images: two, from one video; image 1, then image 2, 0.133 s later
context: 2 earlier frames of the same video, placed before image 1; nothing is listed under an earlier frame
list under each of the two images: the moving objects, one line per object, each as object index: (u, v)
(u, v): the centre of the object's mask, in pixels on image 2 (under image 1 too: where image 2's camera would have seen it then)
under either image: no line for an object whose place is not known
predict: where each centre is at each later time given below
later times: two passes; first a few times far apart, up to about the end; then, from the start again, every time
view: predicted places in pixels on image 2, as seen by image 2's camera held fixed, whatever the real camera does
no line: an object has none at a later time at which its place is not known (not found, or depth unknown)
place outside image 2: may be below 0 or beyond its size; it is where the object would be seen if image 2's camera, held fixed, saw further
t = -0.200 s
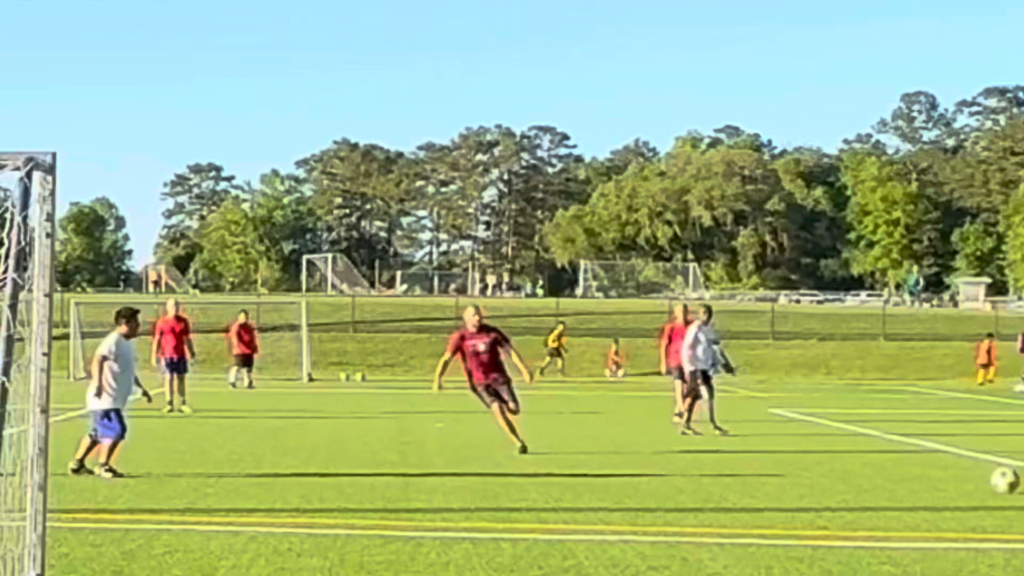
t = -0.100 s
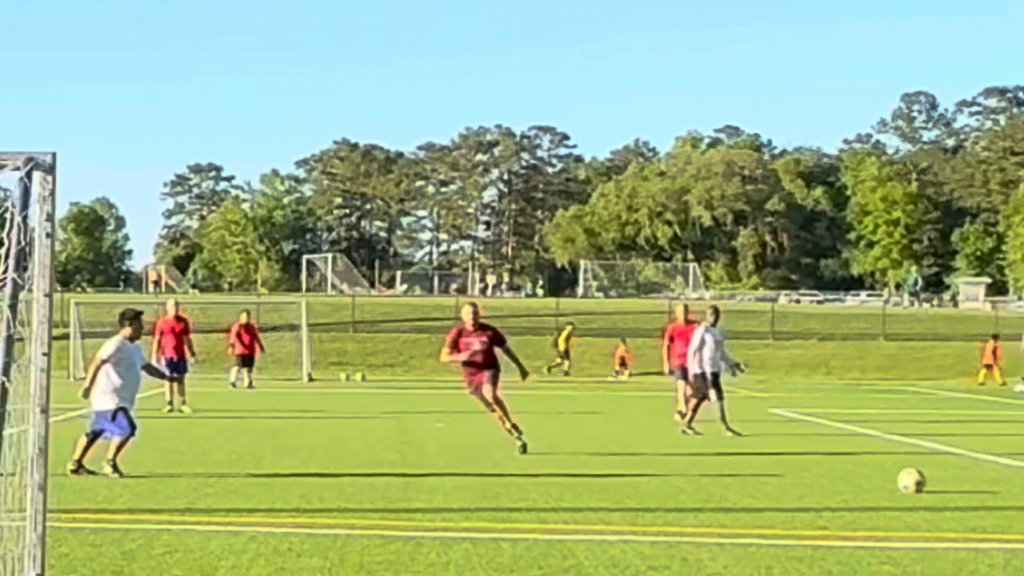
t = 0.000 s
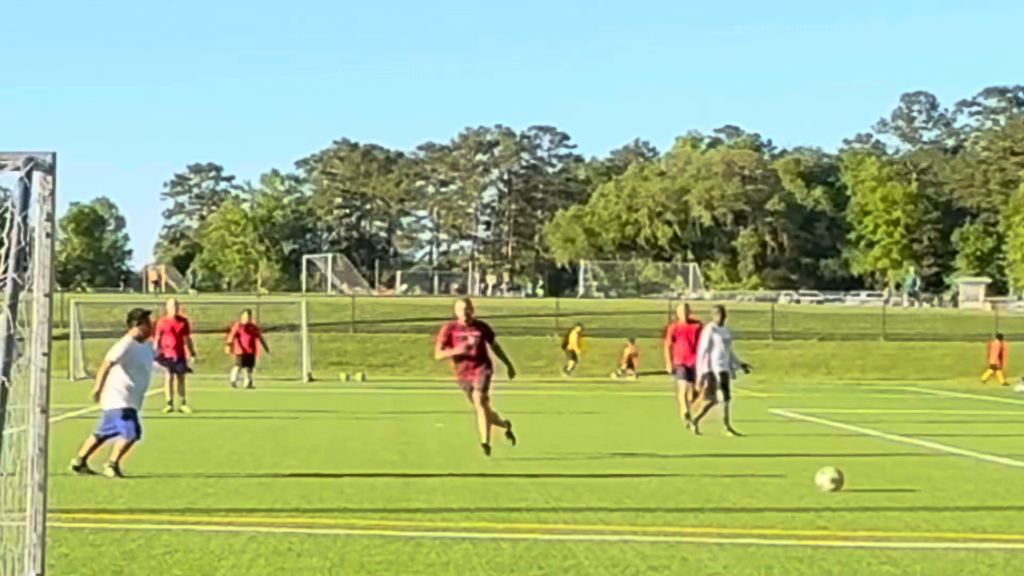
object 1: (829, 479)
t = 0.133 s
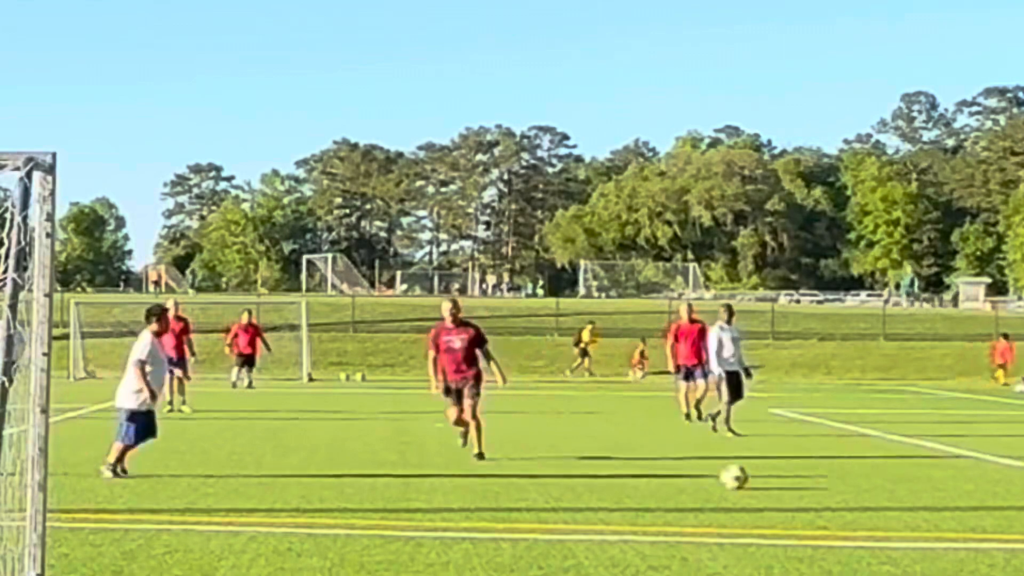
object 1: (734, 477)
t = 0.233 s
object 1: (670, 477)
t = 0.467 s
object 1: (532, 472)
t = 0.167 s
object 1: (713, 476)
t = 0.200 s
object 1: (691, 475)
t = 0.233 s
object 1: (670, 477)
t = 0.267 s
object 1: (650, 476)
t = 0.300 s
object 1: (630, 474)
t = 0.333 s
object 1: (609, 473)
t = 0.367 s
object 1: (590, 474)
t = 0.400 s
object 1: (570, 474)
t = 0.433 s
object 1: (550, 473)
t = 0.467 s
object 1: (532, 472)
